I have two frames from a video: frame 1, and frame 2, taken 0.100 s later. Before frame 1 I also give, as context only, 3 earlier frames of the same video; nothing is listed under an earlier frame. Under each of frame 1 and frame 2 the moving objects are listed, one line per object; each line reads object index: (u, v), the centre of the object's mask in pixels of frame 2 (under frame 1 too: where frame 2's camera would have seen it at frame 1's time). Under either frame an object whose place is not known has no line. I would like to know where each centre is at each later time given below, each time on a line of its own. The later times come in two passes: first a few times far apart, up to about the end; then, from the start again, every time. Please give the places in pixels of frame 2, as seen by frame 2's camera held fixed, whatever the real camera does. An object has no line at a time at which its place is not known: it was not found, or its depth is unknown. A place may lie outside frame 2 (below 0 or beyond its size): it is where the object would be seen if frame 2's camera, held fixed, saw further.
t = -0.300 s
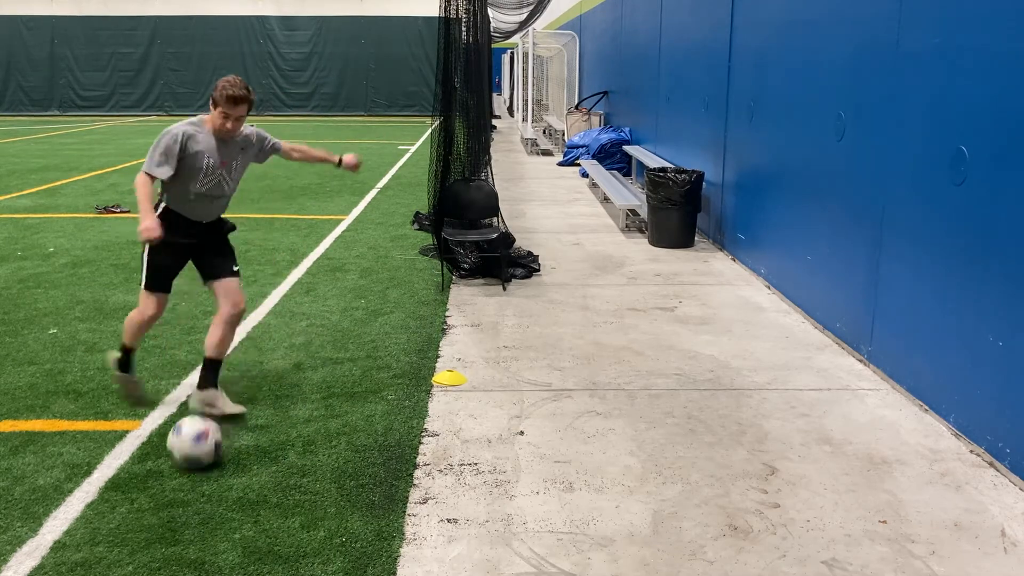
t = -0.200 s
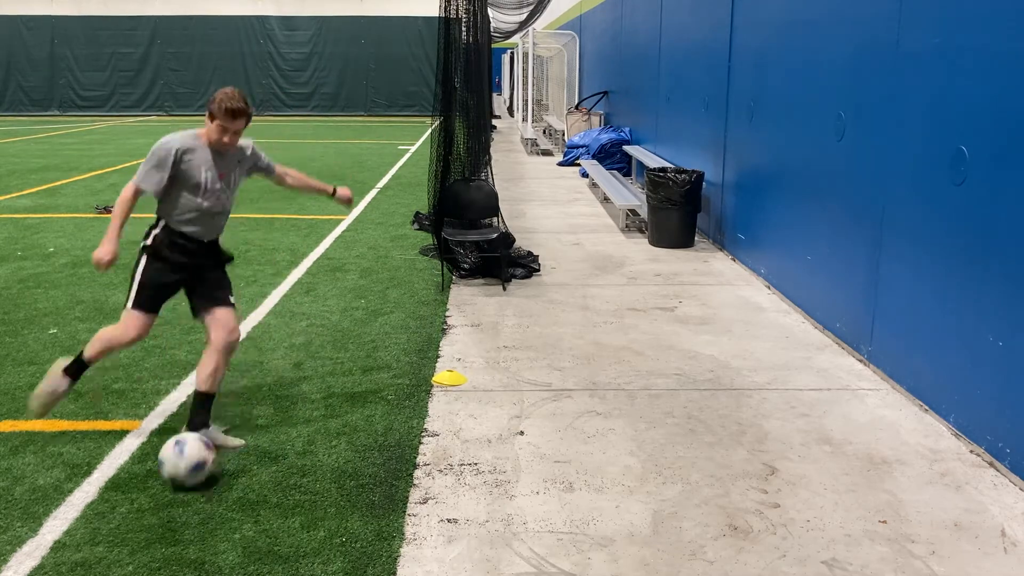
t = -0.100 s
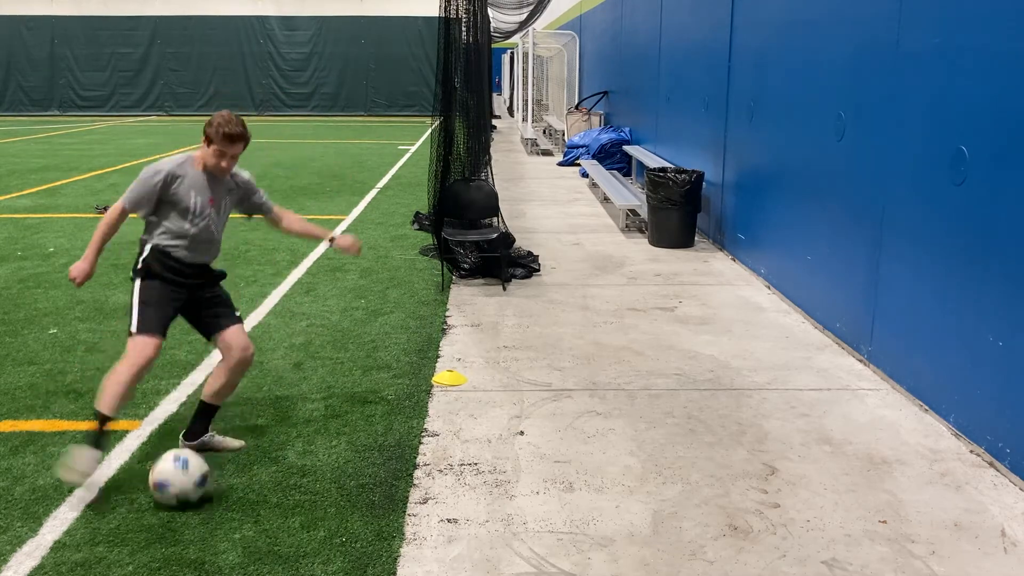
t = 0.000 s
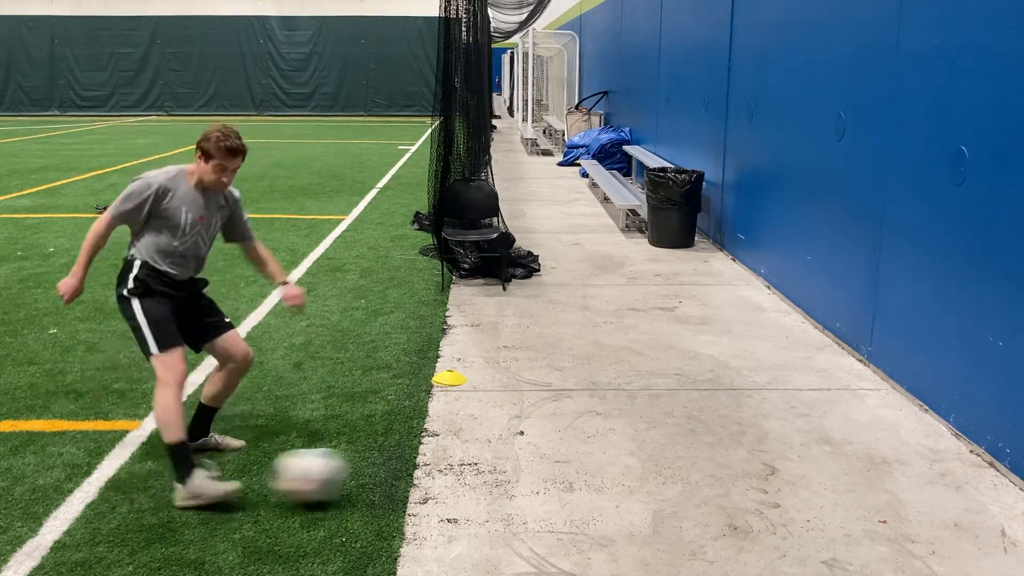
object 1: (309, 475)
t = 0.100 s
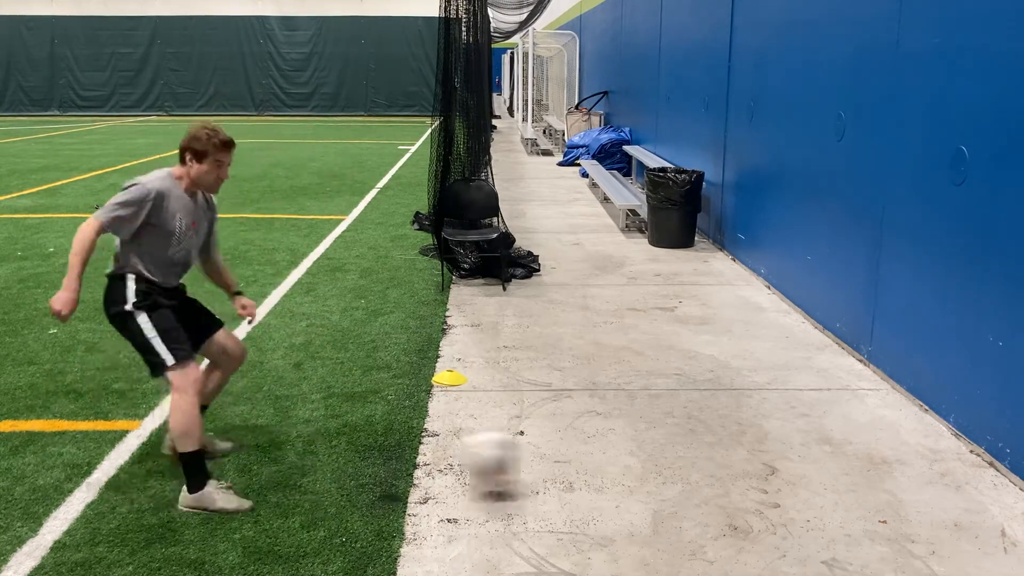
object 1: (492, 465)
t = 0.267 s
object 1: (747, 457)
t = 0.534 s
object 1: (922, 421)
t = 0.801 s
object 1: (664, 432)
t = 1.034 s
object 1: (483, 432)
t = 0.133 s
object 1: (541, 450)
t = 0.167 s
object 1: (598, 455)
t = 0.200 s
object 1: (648, 456)
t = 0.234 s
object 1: (700, 458)
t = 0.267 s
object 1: (747, 457)
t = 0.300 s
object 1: (794, 452)
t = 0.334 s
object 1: (837, 449)
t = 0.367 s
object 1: (881, 450)
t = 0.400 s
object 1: (923, 448)
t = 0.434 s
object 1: (963, 448)
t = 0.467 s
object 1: (982, 444)
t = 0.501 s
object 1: (951, 429)
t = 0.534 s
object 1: (922, 421)
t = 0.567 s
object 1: (892, 414)
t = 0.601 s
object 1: (860, 409)
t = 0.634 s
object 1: (829, 406)
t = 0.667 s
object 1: (798, 407)
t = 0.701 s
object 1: (763, 410)
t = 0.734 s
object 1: (732, 414)
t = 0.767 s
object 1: (696, 422)
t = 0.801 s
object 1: (664, 432)
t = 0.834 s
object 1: (631, 444)
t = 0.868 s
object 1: (596, 461)
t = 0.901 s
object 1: (575, 455)
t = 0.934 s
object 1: (551, 443)
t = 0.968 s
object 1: (529, 436)
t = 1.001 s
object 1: (506, 433)
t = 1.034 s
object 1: (483, 432)
